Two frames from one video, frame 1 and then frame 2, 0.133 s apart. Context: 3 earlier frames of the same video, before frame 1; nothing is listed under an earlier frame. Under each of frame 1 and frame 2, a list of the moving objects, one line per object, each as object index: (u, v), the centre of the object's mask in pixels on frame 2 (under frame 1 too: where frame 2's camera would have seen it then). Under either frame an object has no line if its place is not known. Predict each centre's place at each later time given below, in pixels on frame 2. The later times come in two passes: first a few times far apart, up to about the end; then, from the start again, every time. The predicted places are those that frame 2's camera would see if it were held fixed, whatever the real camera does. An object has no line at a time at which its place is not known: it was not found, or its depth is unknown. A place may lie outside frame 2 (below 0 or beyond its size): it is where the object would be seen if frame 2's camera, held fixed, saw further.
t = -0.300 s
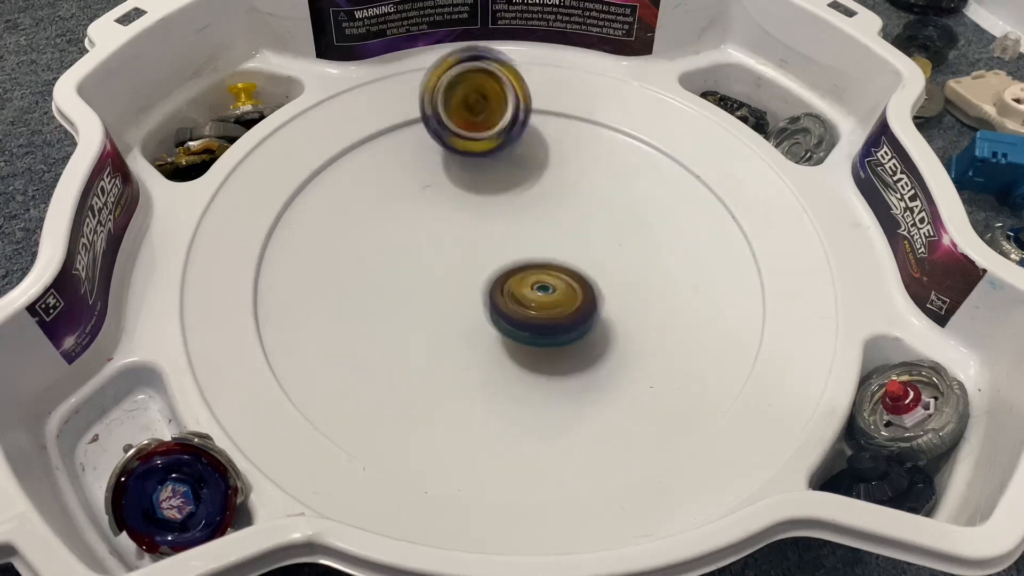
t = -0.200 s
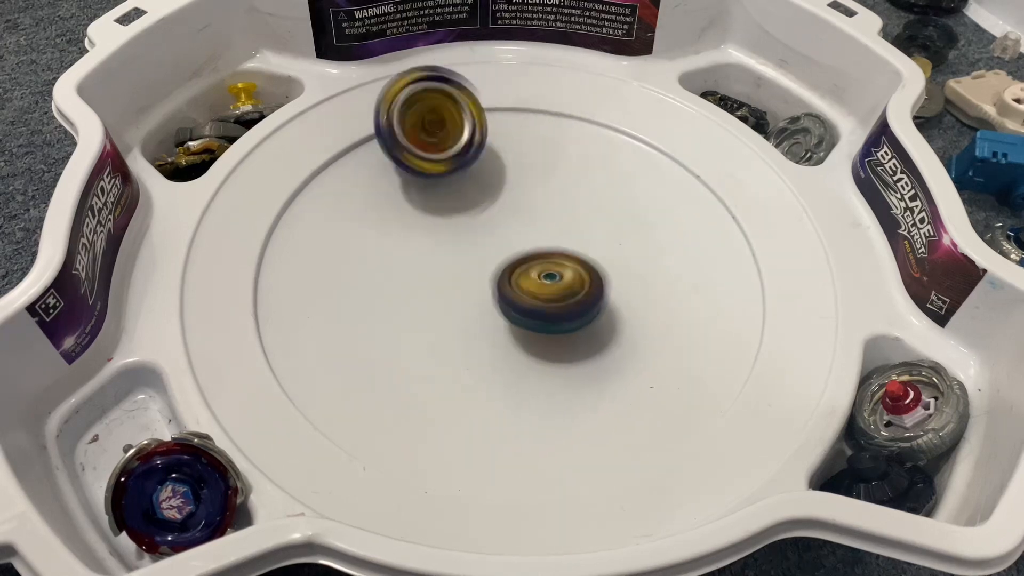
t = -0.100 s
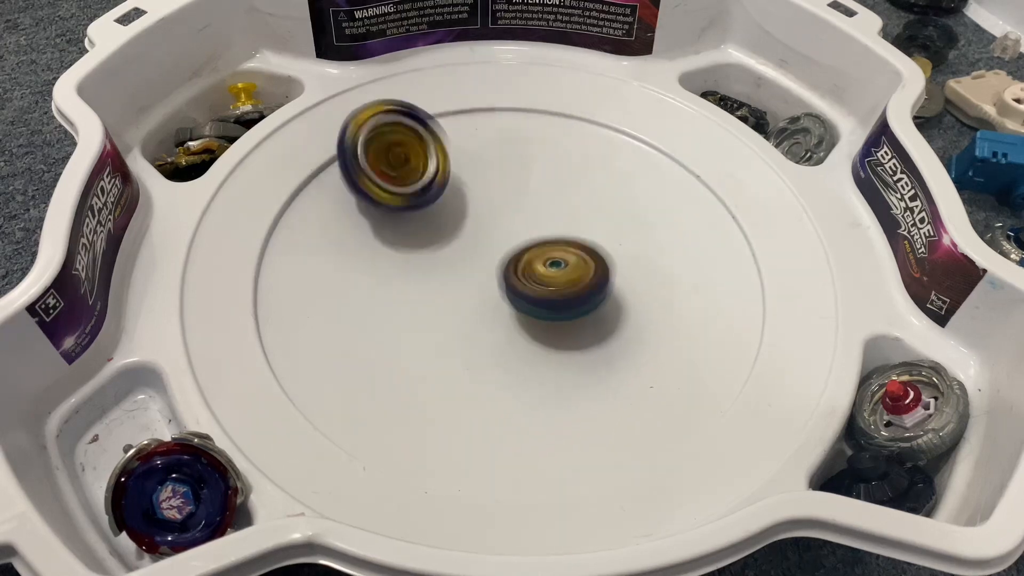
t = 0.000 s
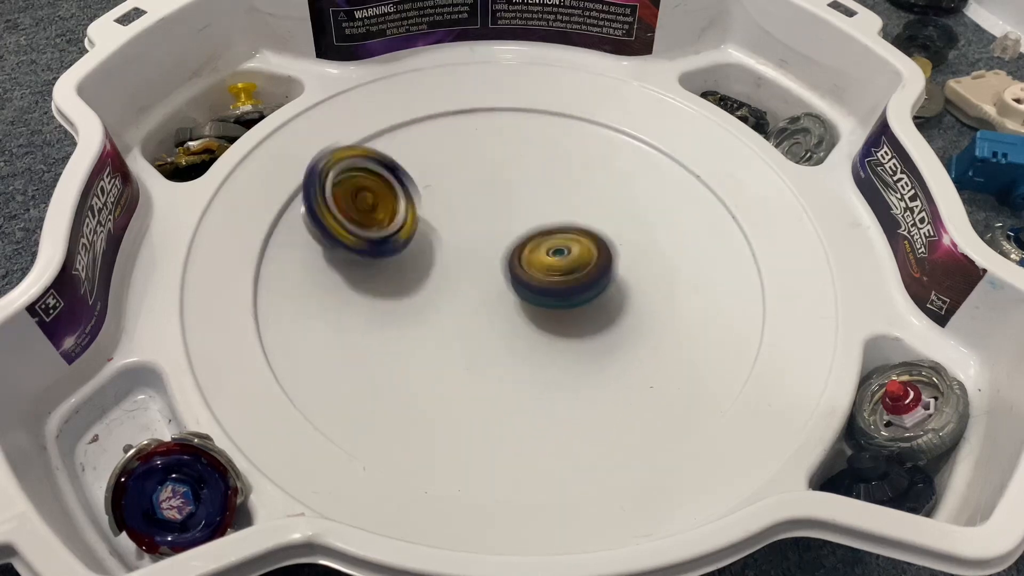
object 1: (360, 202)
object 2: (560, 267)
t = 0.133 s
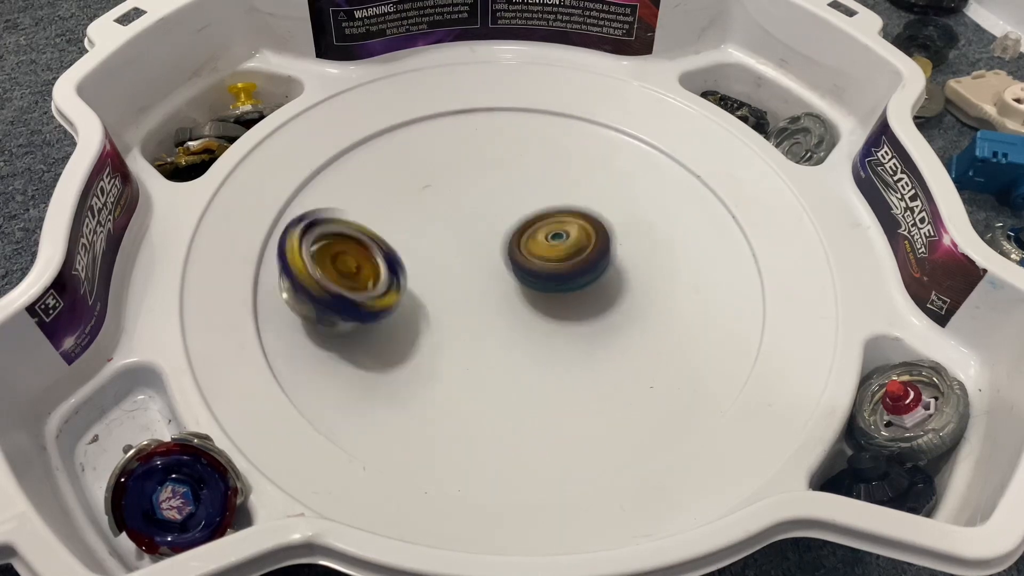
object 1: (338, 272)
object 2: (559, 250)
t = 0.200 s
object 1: (344, 311)
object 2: (557, 243)
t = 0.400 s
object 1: (428, 395)
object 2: (542, 227)
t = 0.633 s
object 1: (589, 389)
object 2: (512, 223)
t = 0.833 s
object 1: (656, 305)
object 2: (485, 227)
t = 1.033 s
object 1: (625, 202)
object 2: (464, 236)
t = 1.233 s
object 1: (536, 138)
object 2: (452, 251)
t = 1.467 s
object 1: (420, 133)
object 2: (452, 274)
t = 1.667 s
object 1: (356, 203)
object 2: (465, 290)
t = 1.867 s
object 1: (353, 303)
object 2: (507, 306)
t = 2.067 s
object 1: (438, 378)
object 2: (542, 315)
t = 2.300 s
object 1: (583, 390)
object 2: (575, 288)
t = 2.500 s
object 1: (648, 340)
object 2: (577, 246)
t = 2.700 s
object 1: (650, 287)
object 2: (543, 204)
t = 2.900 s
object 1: (580, 268)
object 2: (516, 174)
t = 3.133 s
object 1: (447, 261)
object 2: (496, 178)
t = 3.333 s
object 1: (371, 269)
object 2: (478, 203)
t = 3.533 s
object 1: (394, 302)
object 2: (471, 230)
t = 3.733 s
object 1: (490, 352)
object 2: (475, 236)
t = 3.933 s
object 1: (590, 321)
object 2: (485, 248)
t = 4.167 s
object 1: (631, 227)
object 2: (497, 264)
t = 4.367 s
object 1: (577, 180)
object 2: (514, 271)
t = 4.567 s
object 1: (484, 171)
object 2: (531, 270)
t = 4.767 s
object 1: (389, 196)
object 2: (542, 262)
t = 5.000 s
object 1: (351, 258)
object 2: (538, 251)
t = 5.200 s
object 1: (383, 328)
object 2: (524, 246)
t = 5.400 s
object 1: (429, 371)
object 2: (509, 247)
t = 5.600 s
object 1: (472, 374)
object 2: (495, 252)
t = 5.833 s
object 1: (514, 367)
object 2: (486, 263)
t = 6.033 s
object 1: (509, 366)
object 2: (487, 272)
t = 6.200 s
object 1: (492, 364)
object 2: (490, 275)
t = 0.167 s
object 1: (340, 292)
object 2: (558, 247)
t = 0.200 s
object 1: (344, 311)
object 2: (557, 243)
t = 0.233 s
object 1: (350, 328)
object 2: (555, 240)
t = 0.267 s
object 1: (362, 346)
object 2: (553, 237)
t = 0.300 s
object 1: (373, 361)
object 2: (551, 234)
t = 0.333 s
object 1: (389, 374)
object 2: (548, 232)
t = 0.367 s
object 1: (409, 387)
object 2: (545, 229)
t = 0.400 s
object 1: (428, 395)
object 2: (542, 227)
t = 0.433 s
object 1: (450, 402)
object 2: (538, 226)
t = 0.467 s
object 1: (475, 406)
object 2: (534, 224)
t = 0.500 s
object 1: (498, 407)
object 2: (530, 224)
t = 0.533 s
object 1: (524, 408)
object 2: (526, 224)
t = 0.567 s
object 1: (545, 403)
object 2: (521, 223)
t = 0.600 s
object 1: (567, 397)
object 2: (517, 223)
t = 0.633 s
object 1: (589, 389)
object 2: (512, 223)
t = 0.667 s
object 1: (607, 378)
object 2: (507, 224)
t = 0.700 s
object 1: (627, 364)
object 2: (502, 224)
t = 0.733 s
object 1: (638, 352)
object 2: (498, 224)
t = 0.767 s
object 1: (648, 337)
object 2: (494, 225)
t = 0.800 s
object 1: (655, 320)
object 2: (489, 226)
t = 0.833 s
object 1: (656, 305)
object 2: (485, 227)
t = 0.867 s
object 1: (658, 286)
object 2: (481, 228)
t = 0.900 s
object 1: (653, 270)
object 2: (477, 229)
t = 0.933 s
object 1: (651, 252)
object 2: (473, 231)
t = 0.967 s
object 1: (643, 235)
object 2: (469, 232)
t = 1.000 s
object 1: (635, 218)
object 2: (466, 234)
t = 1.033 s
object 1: (625, 202)
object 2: (464, 236)
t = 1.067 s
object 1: (611, 188)
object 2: (461, 238)
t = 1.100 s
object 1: (601, 172)
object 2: (459, 240)
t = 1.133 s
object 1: (584, 164)
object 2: (457, 242)
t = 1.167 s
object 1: (569, 151)
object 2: (454, 245)
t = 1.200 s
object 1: (554, 146)
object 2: (453, 248)
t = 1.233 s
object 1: (536, 138)
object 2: (452, 251)
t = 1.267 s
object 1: (522, 133)
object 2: (451, 255)
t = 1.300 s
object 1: (502, 131)
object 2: (451, 258)
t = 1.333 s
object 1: (487, 125)
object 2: (451, 261)
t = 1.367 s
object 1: (468, 128)
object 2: (450, 265)
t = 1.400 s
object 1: (451, 125)
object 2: (451, 268)
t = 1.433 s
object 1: (437, 132)
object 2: (452, 271)
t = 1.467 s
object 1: (420, 133)
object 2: (452, 274)
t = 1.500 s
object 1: (409, 142)
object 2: (454, 277)
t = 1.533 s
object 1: (393, 150)
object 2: (455, 280)
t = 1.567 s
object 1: (384, 161)
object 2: (457, 282)
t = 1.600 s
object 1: (372, 173)
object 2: (459, 285)
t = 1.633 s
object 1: (364, 187)
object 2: (462, 288)
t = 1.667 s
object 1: (356, 203)
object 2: (465, 290)
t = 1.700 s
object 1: (353, 220)
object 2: (467, 292)
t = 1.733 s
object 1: (352, 239)
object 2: (470, 294)
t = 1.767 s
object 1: (352, 255)
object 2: (474, 296)
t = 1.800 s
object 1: (347, 272)
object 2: (487, 299)
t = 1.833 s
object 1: (345, 286)
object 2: (498, 302)
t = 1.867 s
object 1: (353, 303)
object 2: (507, 306)
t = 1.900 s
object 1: (358, 317)
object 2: (515, 310)
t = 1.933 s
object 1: (372, 332)
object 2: (521, 313)
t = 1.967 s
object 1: (385, 344)
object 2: (525, 316)
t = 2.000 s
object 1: (404, 356)
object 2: (530, 318)
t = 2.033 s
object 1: (422, 364)
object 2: (534, 319)
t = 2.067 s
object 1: (438, 378)
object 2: (542, 315)
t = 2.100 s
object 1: (457, 386)
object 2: (550, 310)
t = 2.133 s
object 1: (478, 393)
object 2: (557, 306)
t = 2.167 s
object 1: (500, 396)
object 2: (563, 304)
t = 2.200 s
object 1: (524, 399)
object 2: (567, 302)
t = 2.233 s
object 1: (542, 395)
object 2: (571, 300)
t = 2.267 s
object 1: (564, 390)
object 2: (574, 298)
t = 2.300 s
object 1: (583, 390)
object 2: (575, 288)
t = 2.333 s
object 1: (601, 391)
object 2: (575, 276)
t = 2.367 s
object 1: (616, 385)
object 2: (575, 267)
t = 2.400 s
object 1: (629, 376)
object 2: (576, 260)
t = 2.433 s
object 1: (637, 366)
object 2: (576, 255)
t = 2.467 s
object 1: (645, 354)
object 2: (577, 250)
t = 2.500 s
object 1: (648, 340)
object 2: (577, 246)
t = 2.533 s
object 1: (648, 325)
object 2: (577, 242)
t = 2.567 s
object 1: (644, 310)
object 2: (576, 239)
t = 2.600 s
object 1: (646, 300)
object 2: (570, 234)
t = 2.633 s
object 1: (645, 291)
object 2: (563, 226)
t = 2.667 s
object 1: (651, 289)
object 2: (551, 215)
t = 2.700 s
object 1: (650, 287)
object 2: (543, 204)
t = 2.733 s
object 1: (645, 283)
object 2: (535, 195)
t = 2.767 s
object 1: (634, 284)
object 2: (529, 189)
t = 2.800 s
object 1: (626, 278)
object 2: (525, 182)
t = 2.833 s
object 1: (612, 277)
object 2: (522, 178)
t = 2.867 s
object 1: (600, 274)
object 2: (519, 175)
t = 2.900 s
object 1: (580, 268)
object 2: (516, 174)
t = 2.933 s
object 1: (560, 267)
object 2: (513, 173)
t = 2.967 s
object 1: (543, 265)
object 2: (510, 172)
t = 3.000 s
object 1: (524, 266)
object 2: (507, 173)
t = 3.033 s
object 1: (506, 262)
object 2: (504, 171)
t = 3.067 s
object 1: (484, 259)
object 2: (502, 171)
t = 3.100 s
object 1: (463, 262)
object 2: (499, 175)
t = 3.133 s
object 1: (447, 261)
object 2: (496, 178)
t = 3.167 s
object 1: (429, 260)
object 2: (492, 182)
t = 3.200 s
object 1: (412, 260)
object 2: (488, 186)
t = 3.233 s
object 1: (396, 262)
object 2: (486, 190)
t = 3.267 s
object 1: (385, 264)
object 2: (483, 193)
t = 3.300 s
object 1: (376, 266)
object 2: (481, 198)
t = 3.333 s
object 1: (371, 269)
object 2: (478, 203)
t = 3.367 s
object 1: (371, 274)
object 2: (475, 208)
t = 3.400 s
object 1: (371, 275)
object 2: (473, 214)
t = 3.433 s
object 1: (376, 279)
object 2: (471, 220)
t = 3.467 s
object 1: (380, 284)
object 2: (470, 225)
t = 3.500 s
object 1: (386, 294)
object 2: (471, 227)
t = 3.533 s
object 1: (394, 302)
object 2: (471, 230)
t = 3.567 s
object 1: (404, 309)
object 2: (471, 235)
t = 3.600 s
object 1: (416, 319)
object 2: (473, 238)
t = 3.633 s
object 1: (433, 325)
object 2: (474, 239)
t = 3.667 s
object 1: (451, 331)
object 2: (475, 241)
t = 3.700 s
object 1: (471, 340)
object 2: (476, 241)
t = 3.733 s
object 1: (490, 352)
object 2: (475, 236)
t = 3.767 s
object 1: (509, 355)
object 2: (476, 235)
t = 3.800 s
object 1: (525, 354)
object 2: (478, 237)
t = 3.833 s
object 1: (543, 349)
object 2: (480, 239)
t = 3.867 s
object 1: (558, 341)
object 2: (482, 243)
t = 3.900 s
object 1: (575, 332)
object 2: (483, 245)
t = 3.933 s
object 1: (590, 321)
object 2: (485, 248)
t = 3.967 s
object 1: (603, 308)
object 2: (486, 251)
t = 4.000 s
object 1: (613, 295)
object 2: (488, 253)
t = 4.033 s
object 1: (622, 281)
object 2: (489, 256)
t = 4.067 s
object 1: (630, 266)
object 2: (491, 258)
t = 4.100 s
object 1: (633, 253)
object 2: (493, 260)
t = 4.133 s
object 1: (633, 240)
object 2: (495, 262)
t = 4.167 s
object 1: (631, 227)
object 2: (497, 264)
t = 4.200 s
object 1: (627, 217)
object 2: (500, 266)
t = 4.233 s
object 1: (621, 206)
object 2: (503, 267)
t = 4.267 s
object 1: (613, 198)
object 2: (505, 269)
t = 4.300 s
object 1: (603, 190)
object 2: (508, 270)
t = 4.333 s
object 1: (591, 184)
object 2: (511, 270)
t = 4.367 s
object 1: (577, 180)
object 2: (514, 271)
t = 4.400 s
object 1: (564, 175)
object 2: (516, 271)
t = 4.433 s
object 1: (550, 170)
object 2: (519, 271)
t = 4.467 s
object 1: (535, 168)
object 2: (522, 271)
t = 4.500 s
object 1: (519, 168)
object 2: (525, 271)
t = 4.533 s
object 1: (502, 168)
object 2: (528, 271)
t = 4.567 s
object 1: (484, 171)
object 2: (531, 270)
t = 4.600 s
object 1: (467, 176)
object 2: (534, 269)
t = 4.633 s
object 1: (449, 180)
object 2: (536, 268)
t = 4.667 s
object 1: (432, 184)
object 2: (538, 266)
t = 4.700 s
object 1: (416, 187)
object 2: (539, 264)
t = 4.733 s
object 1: (401, 191)
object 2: (541, 263)
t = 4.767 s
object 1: (389, 196)
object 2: (542, 262)
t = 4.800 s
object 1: (377, 202)
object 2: (542, 260)
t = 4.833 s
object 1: (368, 209)
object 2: (543, 258)
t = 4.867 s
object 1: (360, 217)
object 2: (542, 257)
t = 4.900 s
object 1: (355, 226)
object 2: (542, 255)
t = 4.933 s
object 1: (351, 236)
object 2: (541, 254)
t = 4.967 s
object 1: (351, 247)
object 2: (540, 252)
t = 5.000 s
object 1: (351, 258)
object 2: (538, 251)
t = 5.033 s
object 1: (354, 270)
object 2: (536, 249)
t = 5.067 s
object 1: (357, 282)
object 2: (534, 248)
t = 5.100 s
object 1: (362, 294)
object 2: (532, 247)
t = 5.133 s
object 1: (368, 306)
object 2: (529, 247)
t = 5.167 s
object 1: (376, 317)
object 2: (527, 246)
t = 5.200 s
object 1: (383, 328)
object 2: (524, 246)
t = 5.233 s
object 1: (391, 338)
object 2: (522, 246)
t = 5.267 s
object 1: (398, 347)
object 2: (519, 246)
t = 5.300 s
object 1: (407, 355)
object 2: (517, 246)
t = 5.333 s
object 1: (415, 361)
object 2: (514, 247)
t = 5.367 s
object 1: (422, 367)
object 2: (511, 247)
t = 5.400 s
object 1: (429, 371)
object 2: (509, 247)
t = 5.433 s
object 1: (437, 374)
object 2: (506, 247)
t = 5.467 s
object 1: (444, 375)
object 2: (504, 248)
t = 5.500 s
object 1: (451, 376)
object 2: (502, 249)
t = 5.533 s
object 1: (458, 375)
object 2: (499, 250)
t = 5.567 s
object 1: (465, 374)
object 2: (497, 251)
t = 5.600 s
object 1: (472, 374)
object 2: (495, 252)
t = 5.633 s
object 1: (479, 372)
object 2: (493, 254)
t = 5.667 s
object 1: (485, 371)
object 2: (492, 255)
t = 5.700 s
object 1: (492, 370)
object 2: (491, 257)
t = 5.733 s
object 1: (499, 368)
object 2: (489, 258)
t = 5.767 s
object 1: (505, 367)
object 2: (488, 260)
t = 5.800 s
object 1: (510, 367)
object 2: (487, 262)
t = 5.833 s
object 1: (514, 367)
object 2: (486, 263)
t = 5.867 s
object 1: (517, 367)
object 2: (486, 265)
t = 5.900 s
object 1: (518, 367)
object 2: (487, 267)
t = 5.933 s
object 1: (518, 367)
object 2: (486, 268)
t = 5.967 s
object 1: (516, 367)
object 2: (486, 269)
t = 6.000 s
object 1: (513, 366)
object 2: (487, 271)
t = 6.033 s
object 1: (509, 366)
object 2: (487, 272)
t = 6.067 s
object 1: (504, 365)
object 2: (488, 274)
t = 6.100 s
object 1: (500, 364)
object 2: (489, 275)
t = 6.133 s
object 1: (496, 364)
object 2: (491, 276)
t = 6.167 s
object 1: (493, 364)
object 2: (491, 276)
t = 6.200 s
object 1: (492, 364)
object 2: (490, 275)
